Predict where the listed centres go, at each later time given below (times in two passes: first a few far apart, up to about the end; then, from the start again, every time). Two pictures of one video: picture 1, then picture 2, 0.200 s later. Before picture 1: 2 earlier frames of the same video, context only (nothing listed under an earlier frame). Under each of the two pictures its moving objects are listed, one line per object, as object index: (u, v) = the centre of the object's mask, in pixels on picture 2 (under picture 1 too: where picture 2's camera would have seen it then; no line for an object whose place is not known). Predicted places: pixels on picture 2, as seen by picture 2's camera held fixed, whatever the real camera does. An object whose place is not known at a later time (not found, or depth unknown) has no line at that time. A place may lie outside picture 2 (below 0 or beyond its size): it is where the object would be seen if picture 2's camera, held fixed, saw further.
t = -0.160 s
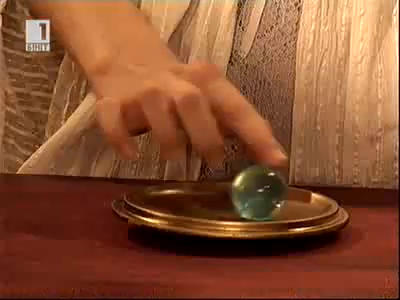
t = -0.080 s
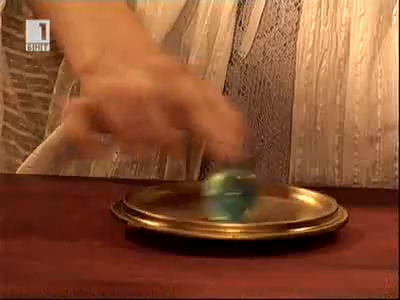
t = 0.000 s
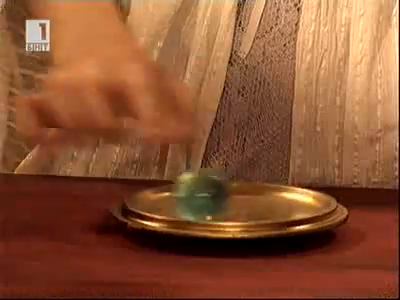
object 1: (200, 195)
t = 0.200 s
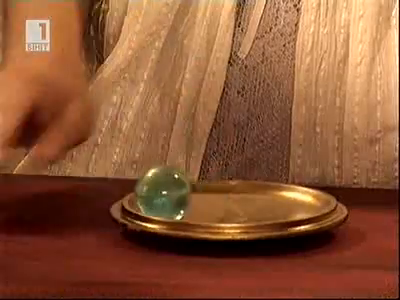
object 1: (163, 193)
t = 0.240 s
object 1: (164, 193)
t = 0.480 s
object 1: (208, 196)
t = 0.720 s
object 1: (260, 193)
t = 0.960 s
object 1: (267, 195)
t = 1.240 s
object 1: (234, 196)
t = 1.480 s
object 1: (215, 196)
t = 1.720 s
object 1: (224, 196)
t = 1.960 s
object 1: (235, 197)
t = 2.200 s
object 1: (230, 196)
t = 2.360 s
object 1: (229, 196)
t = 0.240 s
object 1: (164, 193)
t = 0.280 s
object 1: (167, 194)
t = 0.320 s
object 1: (173, 195)
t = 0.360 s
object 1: (180, 195)
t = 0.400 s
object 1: (189, 196)
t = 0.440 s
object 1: (197, 195)
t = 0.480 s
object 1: (208, 196)
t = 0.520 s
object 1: (218, 196)
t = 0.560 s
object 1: (229, 195)
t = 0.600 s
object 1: (238, 194)
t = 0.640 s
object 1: (247, 193)
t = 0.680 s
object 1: (255, 193)
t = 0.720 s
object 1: (260, 193)
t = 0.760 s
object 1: (265, 193)
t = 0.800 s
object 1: (268, 194)
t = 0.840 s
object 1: (269, 194)
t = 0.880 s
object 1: (269, 194)
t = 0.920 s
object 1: (268, 194)
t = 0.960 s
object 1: (267, 195)
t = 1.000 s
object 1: (264, 196)
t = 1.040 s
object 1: (261, 196)
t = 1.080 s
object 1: (257, 197)
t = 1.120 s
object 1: (251, 197)
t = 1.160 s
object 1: (246, 197)
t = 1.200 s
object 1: (240, 197)
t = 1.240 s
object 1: (234, 196)
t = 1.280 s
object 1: (228, 196)
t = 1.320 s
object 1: (224, 197)
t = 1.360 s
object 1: (220, 196)
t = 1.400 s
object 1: (217, 196)
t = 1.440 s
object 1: (216, 196)
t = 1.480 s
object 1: (215, 196)
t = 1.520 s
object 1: (215, 196)
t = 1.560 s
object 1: (215, 196)
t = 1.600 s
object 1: (217, 196)
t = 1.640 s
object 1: (219, 196)
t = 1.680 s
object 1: (221, 196)
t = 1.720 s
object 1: (224, 196)
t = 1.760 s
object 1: (226, 196)
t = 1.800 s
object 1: (228, 196)
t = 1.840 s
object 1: (230, 196)
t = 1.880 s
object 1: (232, 196)
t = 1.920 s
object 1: (234, 196)
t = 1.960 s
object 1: (235, 197)
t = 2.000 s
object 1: (234, 196)
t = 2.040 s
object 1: (233, 196)
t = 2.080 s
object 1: (232, 196)
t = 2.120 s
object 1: (231, 196)
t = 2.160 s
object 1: (230, 196)
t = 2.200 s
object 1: (230, 196)
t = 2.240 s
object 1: (230, 196)
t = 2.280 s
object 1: (230, 196)
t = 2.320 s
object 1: (230, 196)
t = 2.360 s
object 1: (229, 196)
